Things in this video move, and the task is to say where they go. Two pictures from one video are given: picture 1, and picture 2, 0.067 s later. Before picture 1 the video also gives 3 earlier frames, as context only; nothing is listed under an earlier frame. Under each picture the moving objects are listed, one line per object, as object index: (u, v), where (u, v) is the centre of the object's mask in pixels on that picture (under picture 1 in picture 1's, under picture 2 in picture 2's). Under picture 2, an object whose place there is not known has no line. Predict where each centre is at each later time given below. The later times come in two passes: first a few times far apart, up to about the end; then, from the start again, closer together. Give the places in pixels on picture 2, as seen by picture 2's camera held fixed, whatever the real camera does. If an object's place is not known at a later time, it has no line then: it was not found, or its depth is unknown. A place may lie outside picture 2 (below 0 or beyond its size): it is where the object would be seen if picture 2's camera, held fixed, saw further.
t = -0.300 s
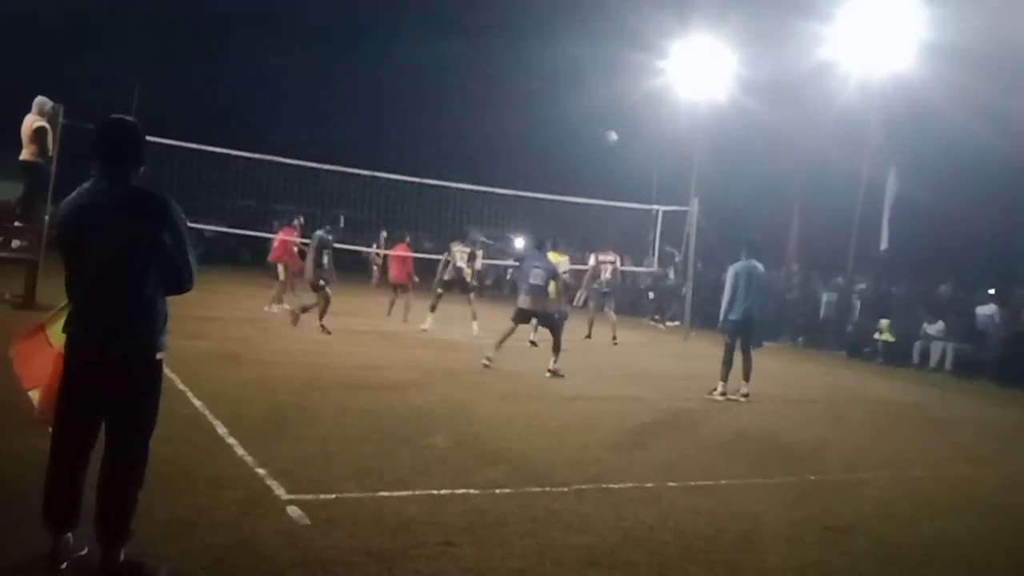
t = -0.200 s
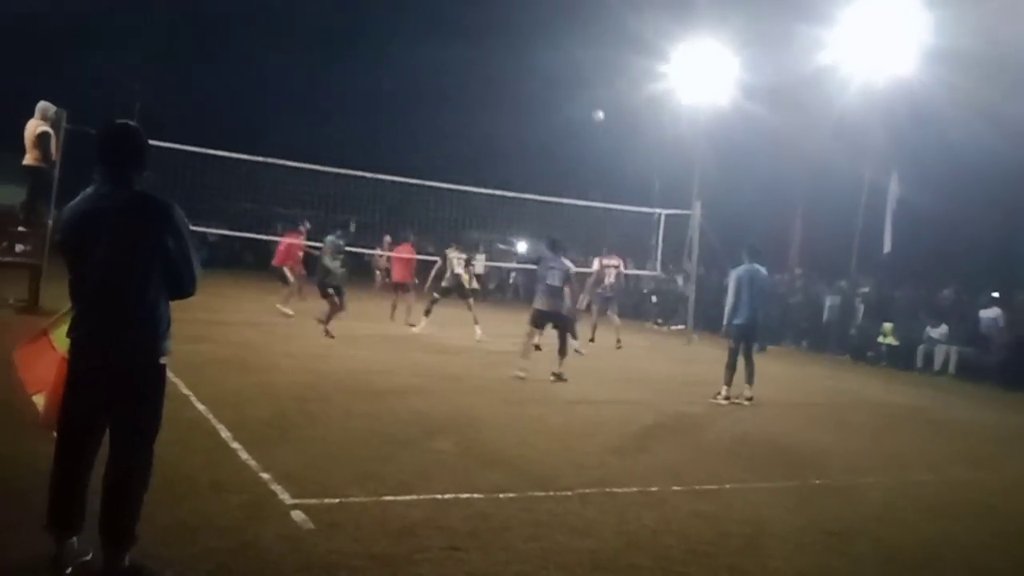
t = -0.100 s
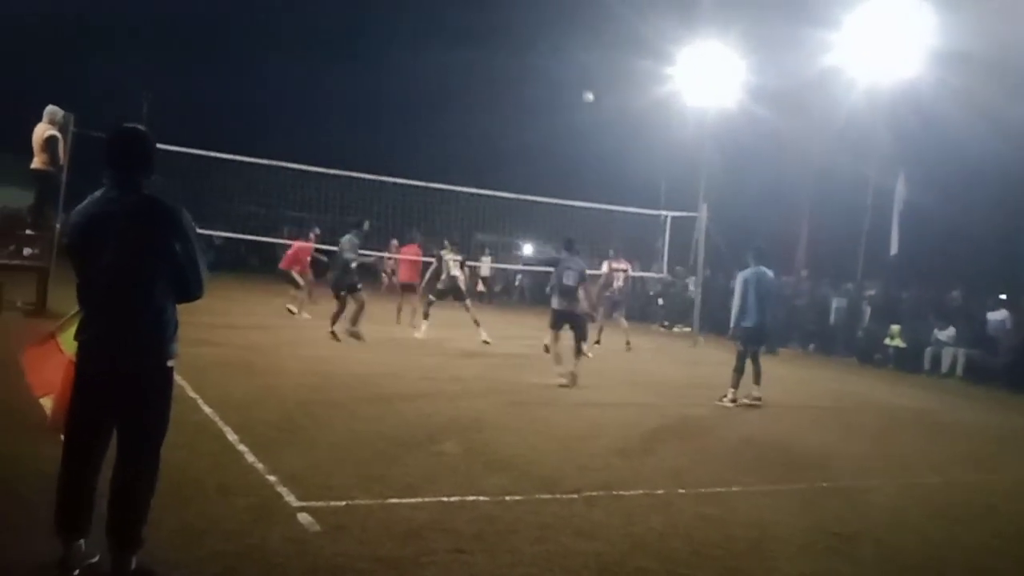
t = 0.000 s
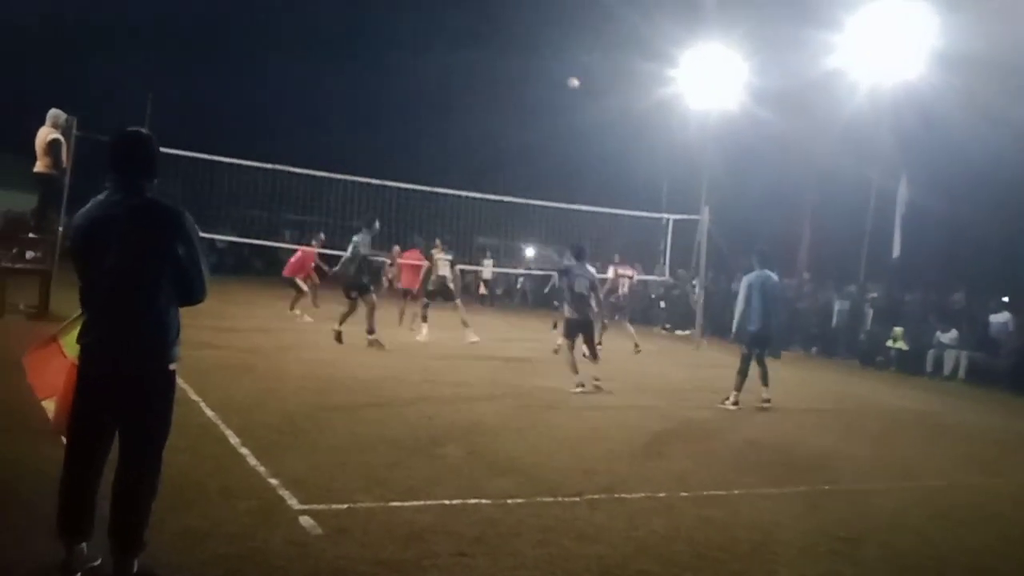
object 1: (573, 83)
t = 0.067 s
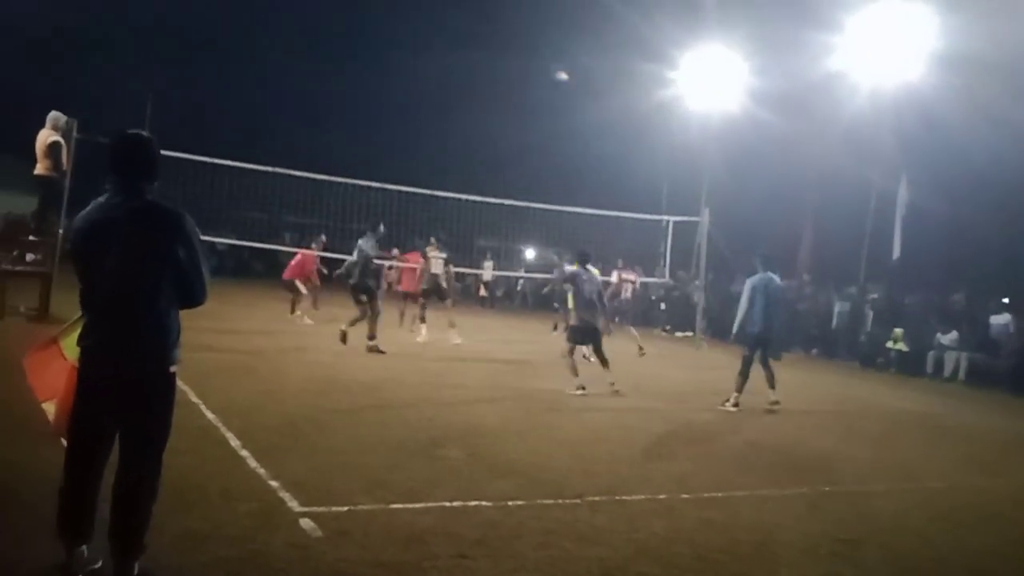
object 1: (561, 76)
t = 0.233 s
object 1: (531, 63)
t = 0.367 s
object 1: (508, 62)
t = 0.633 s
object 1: (458, 83)
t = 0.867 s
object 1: (414, 127)
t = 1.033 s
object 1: (383, 173)
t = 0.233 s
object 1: (531, 63)
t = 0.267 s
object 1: (526, 61)
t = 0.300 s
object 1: (520, 62)
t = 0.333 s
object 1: (513, 61)
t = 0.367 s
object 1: (508, 62)
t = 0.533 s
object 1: (476, 71)
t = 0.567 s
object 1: (470, 74)
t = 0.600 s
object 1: (464, 78)
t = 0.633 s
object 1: (458, 83)
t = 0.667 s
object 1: (452, 87)
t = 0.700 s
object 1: (445, 93)
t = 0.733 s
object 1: (440, 99)
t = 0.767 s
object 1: (433, 104)
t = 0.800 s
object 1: (426, 112)
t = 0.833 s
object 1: (420, 119)
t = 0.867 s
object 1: (414, 127)
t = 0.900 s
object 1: (407, 136)
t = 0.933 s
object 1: (401, 144)
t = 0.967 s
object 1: (395, 154)
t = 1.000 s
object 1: (389, 163)
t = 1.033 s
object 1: (383, 173)
